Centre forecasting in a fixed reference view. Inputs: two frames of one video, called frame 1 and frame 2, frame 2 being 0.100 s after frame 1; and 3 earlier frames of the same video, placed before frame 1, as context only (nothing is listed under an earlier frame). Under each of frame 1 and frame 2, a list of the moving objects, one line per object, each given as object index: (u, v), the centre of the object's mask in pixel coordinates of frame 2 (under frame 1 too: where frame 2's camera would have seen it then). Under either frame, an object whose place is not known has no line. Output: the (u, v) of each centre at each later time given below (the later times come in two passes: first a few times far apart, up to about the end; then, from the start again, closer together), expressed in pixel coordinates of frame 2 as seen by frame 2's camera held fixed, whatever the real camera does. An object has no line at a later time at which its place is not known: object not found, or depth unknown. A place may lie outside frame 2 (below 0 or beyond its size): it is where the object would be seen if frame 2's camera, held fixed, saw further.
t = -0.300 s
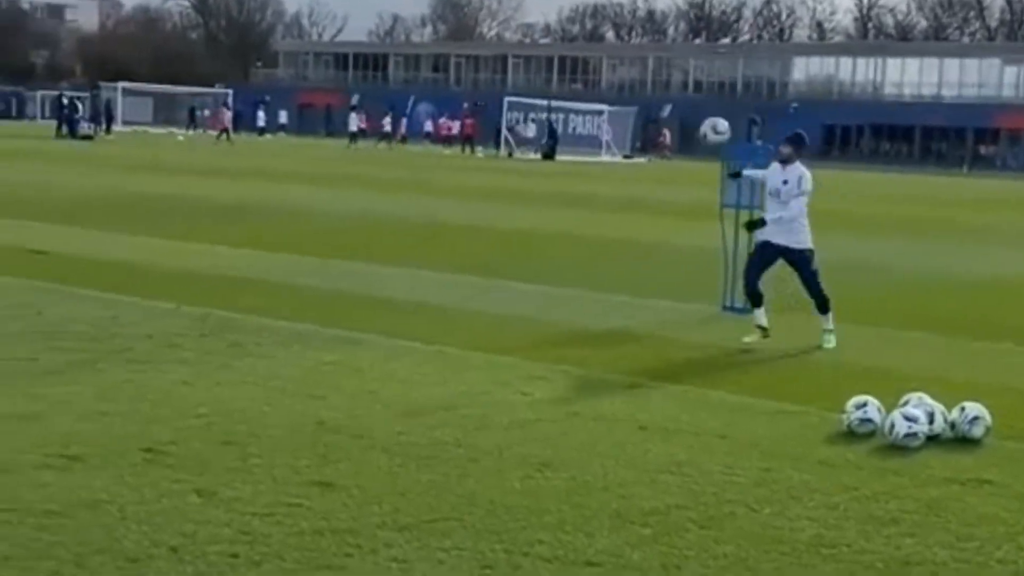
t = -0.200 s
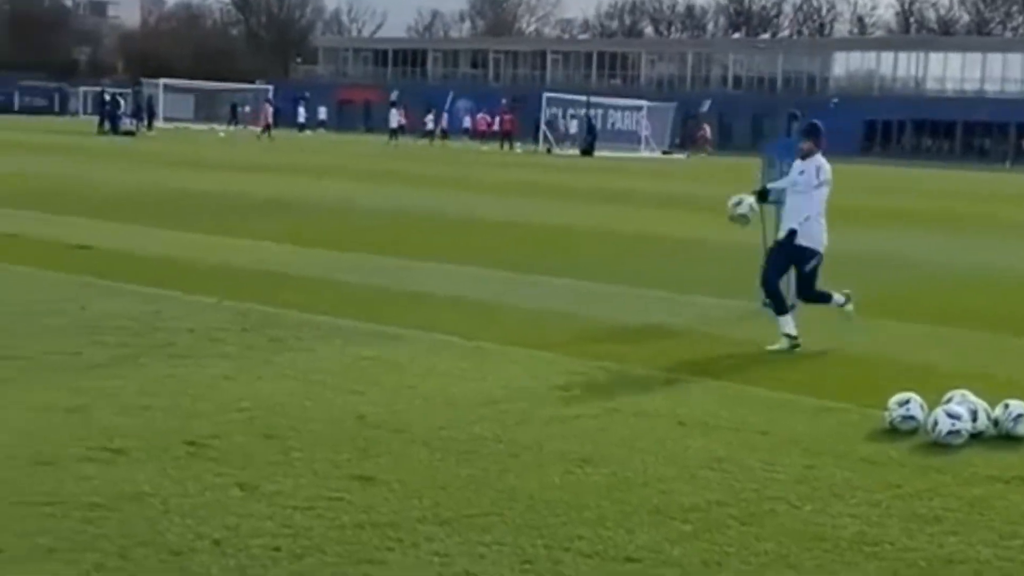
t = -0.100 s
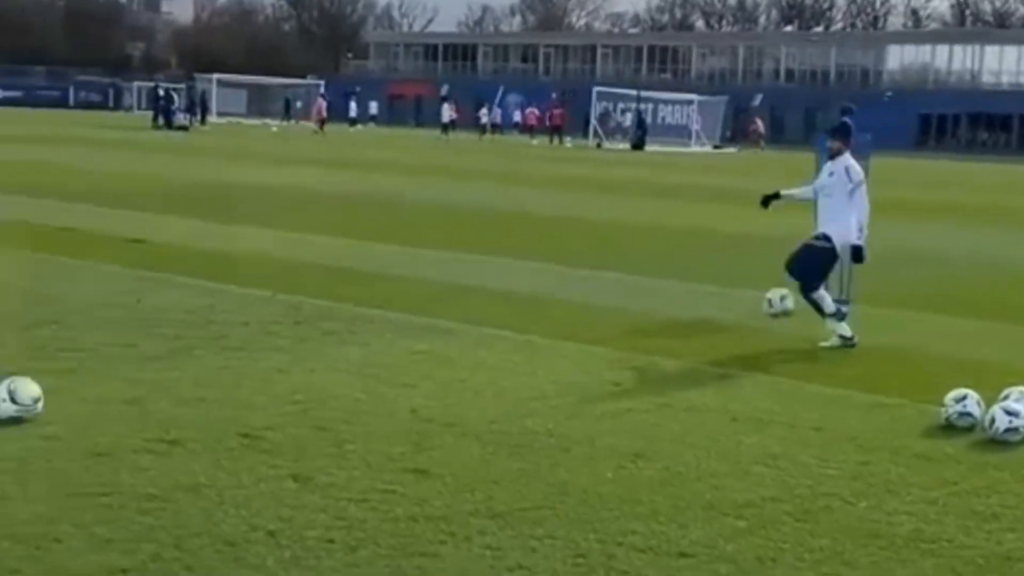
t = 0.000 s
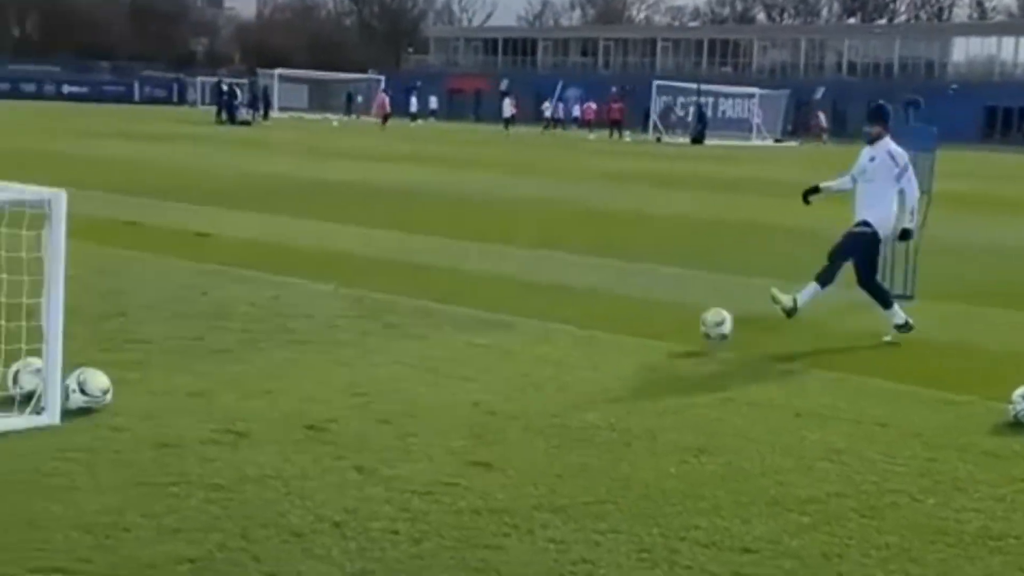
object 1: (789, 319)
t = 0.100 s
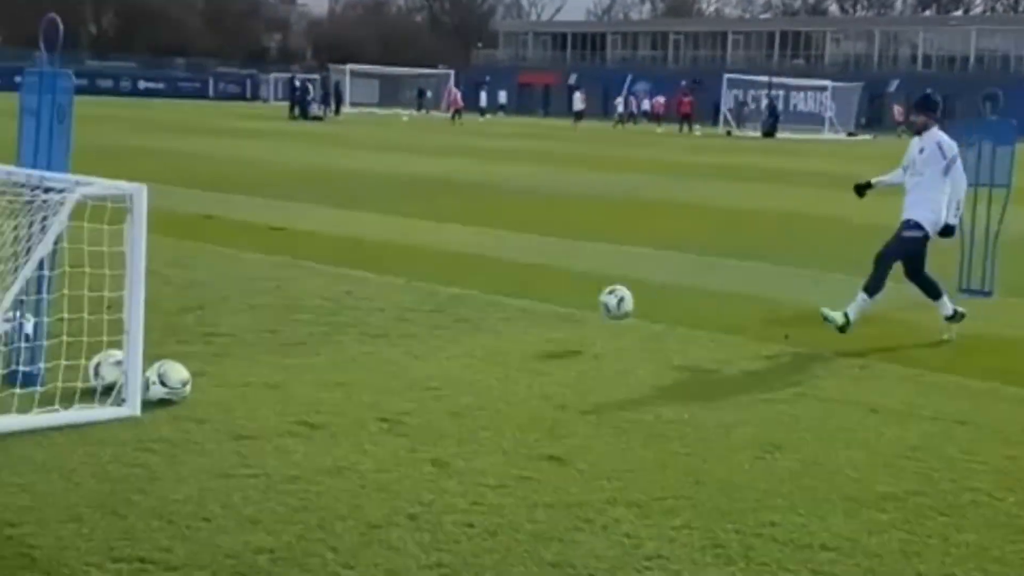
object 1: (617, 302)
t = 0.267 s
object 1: (293, 312)
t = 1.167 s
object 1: (-8, 351)
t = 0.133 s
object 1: (556, 300)
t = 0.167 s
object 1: (493, 300)
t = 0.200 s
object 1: (428, 301)
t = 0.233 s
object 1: (362, 306)
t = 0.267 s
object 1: (293, 312)
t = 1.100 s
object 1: (-12, 358)
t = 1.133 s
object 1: (-8, 358)
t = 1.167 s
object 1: (-8, 351)
